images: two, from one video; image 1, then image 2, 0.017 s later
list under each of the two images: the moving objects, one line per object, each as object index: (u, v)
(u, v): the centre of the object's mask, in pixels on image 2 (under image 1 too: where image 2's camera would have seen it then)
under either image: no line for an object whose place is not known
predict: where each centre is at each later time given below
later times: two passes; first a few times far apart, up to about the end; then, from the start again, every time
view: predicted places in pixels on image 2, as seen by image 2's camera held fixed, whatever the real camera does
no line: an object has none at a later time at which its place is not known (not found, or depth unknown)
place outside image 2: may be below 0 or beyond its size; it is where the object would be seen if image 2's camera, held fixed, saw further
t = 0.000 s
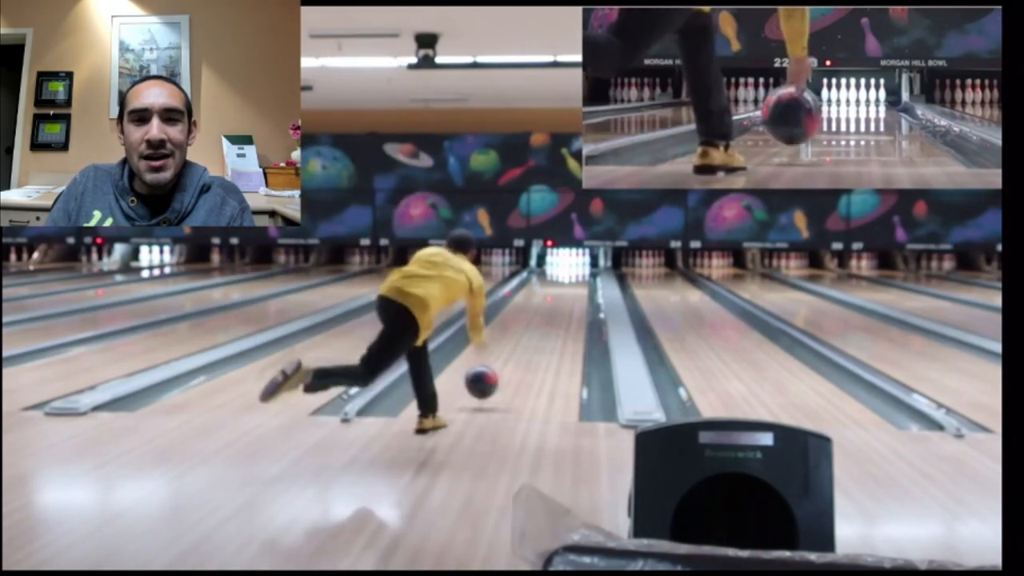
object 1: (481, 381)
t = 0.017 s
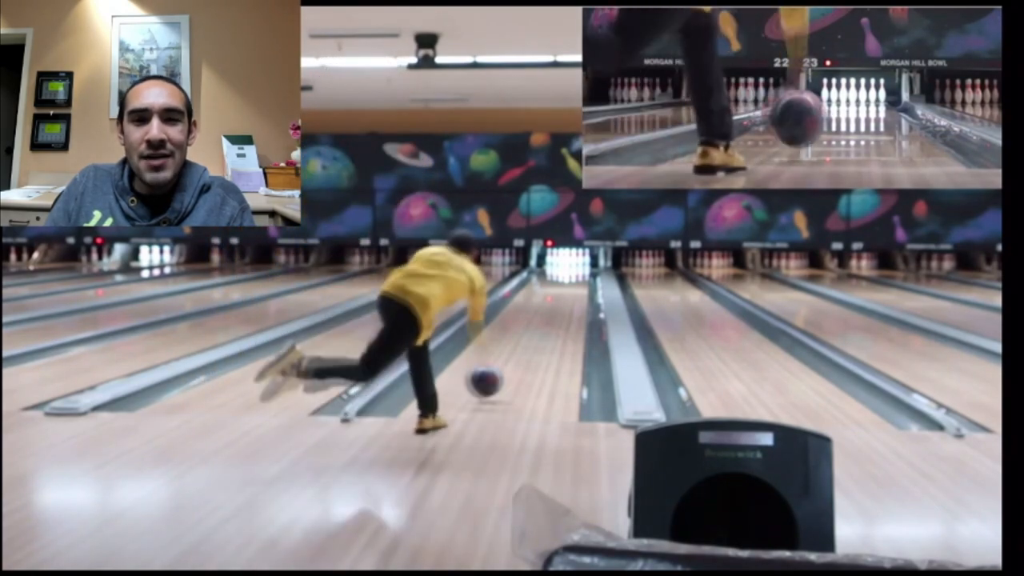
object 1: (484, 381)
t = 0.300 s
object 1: (524, 349)
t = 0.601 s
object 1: (547, 320)
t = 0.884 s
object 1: (562, 304)
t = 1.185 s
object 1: (572, 292)
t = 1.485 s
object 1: (578, 283)
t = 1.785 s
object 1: (580, 275)
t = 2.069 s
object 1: (579, 270)
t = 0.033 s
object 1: (488, 380)
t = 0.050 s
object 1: (490, 380)
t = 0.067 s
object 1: (493, 379)
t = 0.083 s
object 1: (495, 376)
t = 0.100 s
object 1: (499, 373)
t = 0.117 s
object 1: (501, 370)
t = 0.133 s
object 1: (503, 368)
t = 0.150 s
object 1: (506, 365)
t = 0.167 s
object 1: (507, 364)
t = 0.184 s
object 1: (510, 362)
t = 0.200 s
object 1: (512, 360)
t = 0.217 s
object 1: (514, 357)
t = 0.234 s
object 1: (516, 355)
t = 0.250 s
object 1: (519, 353)
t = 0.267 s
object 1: (520, 351)
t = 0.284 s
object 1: (522, 350)
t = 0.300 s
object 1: (524, 349)
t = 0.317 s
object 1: (526, 345)
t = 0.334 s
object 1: (527, 344)
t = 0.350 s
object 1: (529, 342)
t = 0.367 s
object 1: (530, 341)
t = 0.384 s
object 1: (532, 338)
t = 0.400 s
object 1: (533, 337)
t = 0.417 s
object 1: (534, 335)
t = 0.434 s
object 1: (536, 334)
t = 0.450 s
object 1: (538, 333)
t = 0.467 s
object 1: (539, 332)
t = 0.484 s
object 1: (540, 330)
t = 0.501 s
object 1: (541, 329)
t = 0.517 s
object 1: (542, 327)
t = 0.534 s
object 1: (543, 325)
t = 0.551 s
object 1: (545, 324)
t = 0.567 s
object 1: (546, 323)
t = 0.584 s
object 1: (546, 321)
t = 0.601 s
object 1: (547, 320)
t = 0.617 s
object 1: (548, 319)
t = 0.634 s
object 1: (550, 319)
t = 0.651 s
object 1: (551, 318)
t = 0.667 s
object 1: (552, 316)
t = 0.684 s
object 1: (553, 315)
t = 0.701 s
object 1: (553, 314)
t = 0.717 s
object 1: (554, 313)
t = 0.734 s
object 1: (555, 312)
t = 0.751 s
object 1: (556, 311)
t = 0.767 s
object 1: (557, 310)
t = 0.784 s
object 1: (557, 310)
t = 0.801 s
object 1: (558, 309)
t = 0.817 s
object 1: (559, 308)
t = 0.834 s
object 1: (559, 307)
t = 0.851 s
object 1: (560, 306)
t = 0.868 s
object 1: (561, 305)
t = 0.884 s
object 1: (562, 304)
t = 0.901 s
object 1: (562, 304)
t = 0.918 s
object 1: (563, 303)
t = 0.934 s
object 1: (564, 302)
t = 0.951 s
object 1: (564, 301)
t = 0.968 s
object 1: (565, 301)
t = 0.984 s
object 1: (566, 300)
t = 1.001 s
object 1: (566, 299)
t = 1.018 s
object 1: (567, 298)
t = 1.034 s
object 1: (567, 298)
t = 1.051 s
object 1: (568, 297)
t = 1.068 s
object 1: (569, 296)
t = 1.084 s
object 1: (569, 296)
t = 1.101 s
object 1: (569, 295)
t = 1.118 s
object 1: (570, 294)
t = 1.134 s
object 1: (570, 294)
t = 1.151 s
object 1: (571, 293)
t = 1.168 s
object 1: (571, 293)
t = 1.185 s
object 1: (572, 292)
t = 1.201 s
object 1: (572, 291)
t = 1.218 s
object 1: (573, 291)
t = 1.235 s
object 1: (574, 290)
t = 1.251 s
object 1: (573, 290)
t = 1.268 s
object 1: (574, 289)
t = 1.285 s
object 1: (574, 289)
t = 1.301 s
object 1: (575, 288)
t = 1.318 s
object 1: (575, 287)
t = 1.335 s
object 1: (575, 287)
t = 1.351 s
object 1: (576, 286)
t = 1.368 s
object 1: (576, 286)
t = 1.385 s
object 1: (577, 285)
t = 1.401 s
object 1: (577, 285)
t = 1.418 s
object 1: (577, 285)
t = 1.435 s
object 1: (577, 284)
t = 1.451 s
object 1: (577, 283)
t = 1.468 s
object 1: (578, 283)
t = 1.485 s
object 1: (578, 283)
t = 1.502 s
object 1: (578, 283)
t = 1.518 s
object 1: (579, 282)
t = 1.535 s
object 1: (579, 281)
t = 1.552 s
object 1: (580, 280)
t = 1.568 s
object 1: (580, 280)
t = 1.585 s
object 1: (580, 279)
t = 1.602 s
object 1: (581, 279)
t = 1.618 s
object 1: (581, 278)
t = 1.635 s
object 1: (581, 278)
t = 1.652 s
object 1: (581, 278)
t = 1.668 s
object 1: (581, 277)
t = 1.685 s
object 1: (581, 277)
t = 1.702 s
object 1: (580, 277)
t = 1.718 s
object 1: (581, 276)
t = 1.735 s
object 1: (581, 276)
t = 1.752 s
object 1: (581, 275)
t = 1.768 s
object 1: (581, 275)
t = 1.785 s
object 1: (580, 275)
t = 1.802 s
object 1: (581, 274)
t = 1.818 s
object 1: (581, 274)
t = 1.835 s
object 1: (580, 274)
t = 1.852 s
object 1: (580, 273)
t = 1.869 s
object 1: (580, 274)
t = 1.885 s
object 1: (580, 273)
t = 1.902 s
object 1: (580, 273)
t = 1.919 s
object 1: (580, 273)
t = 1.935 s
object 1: (580, 273)
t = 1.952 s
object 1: (580, 273)
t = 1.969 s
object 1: (579, 273)
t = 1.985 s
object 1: (579, 273)
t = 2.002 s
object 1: (579, 272)
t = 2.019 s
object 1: (579, 271)
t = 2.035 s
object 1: (579, 270)
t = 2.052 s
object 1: (579, 270)
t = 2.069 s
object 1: (579, 270)
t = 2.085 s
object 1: (578, 270)
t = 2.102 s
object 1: (577, 269)
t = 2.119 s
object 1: (577, 269)
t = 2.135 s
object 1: (577, 269)
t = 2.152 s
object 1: (576, 269)
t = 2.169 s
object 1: (576, 269)
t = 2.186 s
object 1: (575, 267)
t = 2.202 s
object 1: (574, 267)
